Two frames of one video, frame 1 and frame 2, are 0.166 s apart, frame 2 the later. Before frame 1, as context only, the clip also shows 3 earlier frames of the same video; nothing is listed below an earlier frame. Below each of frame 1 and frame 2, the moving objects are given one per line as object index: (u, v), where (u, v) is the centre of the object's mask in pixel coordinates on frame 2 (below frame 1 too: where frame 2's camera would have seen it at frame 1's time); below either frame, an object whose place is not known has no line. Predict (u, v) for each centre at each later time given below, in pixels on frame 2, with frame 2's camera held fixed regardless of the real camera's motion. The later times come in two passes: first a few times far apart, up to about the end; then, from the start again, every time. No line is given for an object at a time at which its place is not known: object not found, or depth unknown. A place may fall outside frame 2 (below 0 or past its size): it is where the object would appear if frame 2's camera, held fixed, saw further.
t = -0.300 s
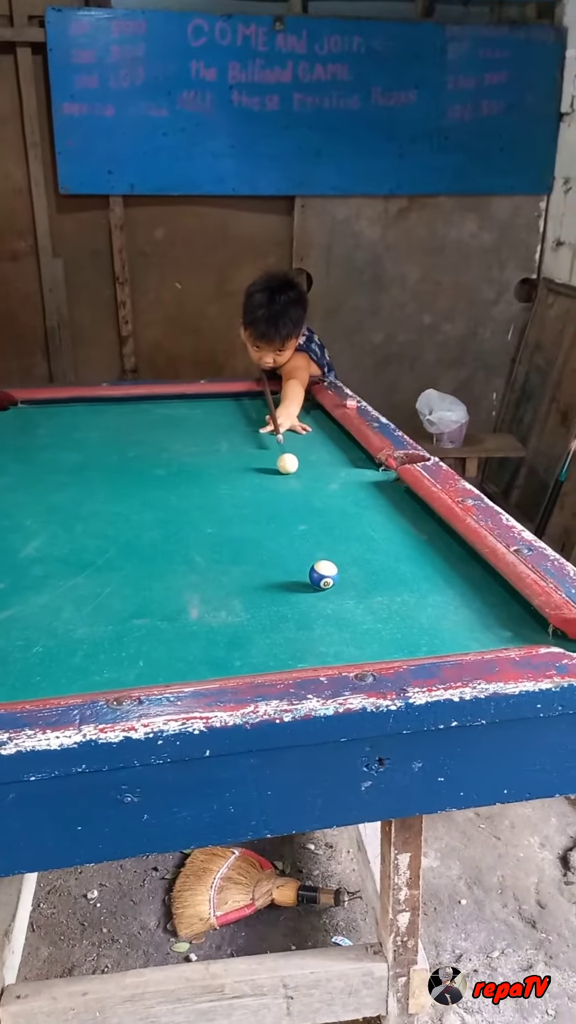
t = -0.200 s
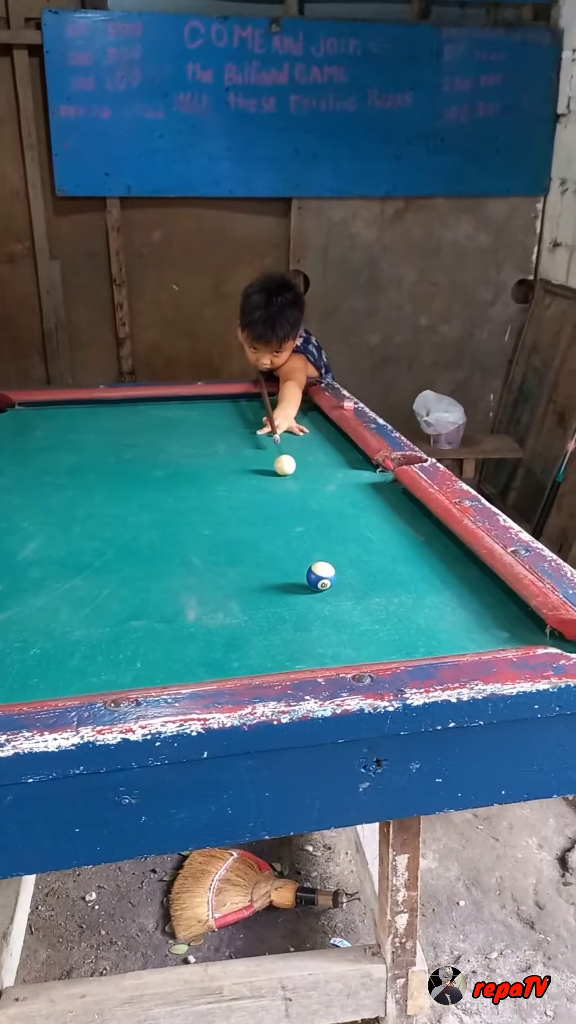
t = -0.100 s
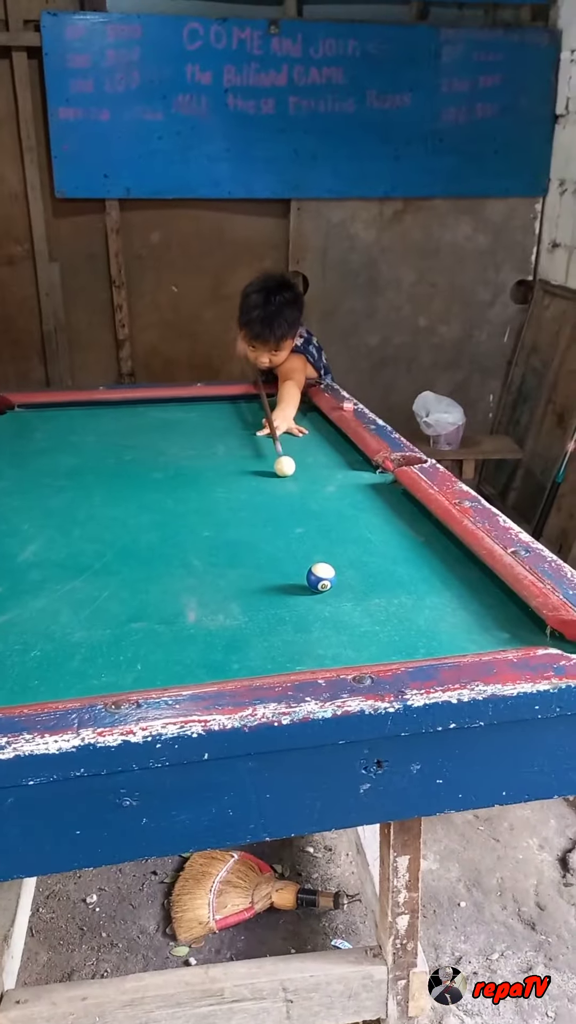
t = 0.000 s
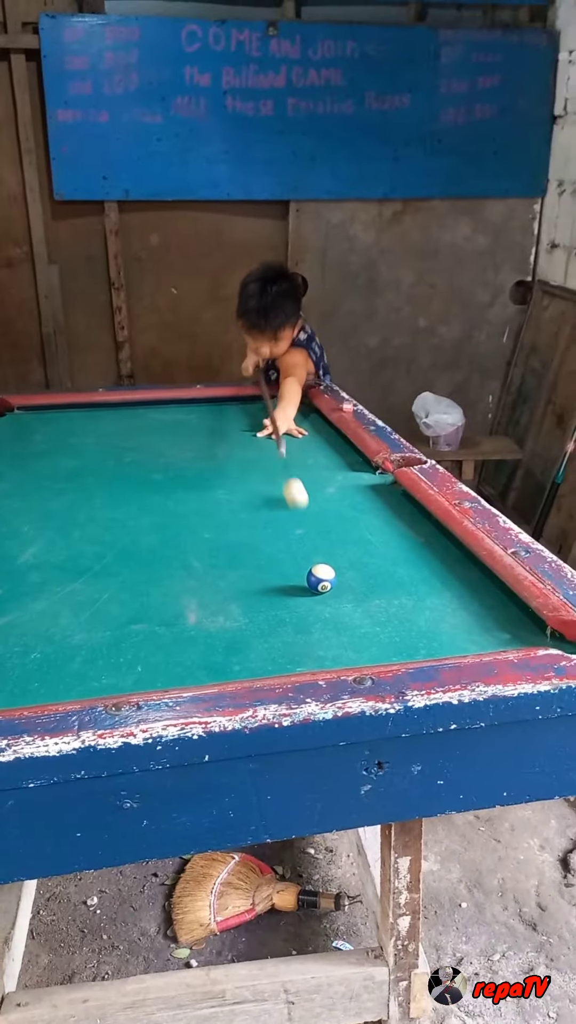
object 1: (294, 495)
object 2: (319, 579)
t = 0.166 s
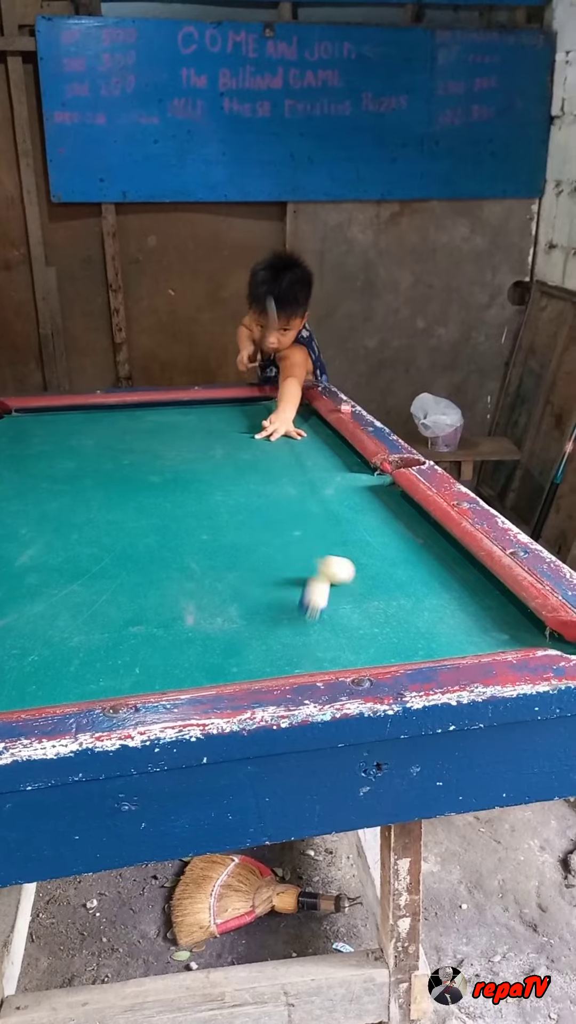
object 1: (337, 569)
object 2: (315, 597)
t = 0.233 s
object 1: (364, 577)
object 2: (302, 648)
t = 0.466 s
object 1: (473, 629)
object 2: (231, 614)
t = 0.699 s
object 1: (519, 619)
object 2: (170, 559)
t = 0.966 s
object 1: (465, 594)
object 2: (118, 515)
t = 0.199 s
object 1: (350, 573)
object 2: (310, 620)
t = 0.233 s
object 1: (364, 577)
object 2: (302, 648)
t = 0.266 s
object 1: (378, 582)
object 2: (297, 664)
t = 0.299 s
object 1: (392, 588)
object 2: (285, 660)
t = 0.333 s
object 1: (408, 595)
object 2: (273, 652)
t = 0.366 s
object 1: (423, 603)
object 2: (262, 642)
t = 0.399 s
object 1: (439, 612)
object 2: (249, 632)
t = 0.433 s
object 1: (456, 620)
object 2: (239, 621)
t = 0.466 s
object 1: (473, 629)
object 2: (231, 614)
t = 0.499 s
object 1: (491, 638)
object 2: (220, 605)
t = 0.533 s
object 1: (506, 641)
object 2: (210, 597)
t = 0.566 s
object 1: (513, 639)
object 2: (201, 587)
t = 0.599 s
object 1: (515, 635)
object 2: (194, 581)
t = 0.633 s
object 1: (517, 630)
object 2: (186, 573)
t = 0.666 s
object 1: (519, 624)
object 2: (177, 566)
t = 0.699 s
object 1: (519, 619)
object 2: (170, 559)
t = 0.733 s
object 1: (512, 615)
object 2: (163, 553)
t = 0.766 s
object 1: (505, 612)
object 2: (157, 547)
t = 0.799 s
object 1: (498, 609)
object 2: (149, 541)
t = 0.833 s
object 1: (490, 606)
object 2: (142, 536)
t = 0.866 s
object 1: (484, 603)
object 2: (137, 530)
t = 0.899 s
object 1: (477, 600)
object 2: (131, 525)
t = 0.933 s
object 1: (471, 597)
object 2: (125, 519)
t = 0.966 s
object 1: (465, 594)
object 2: (118, 515)
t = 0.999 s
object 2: (113, 510)
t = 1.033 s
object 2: (109, 506)
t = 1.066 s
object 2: (104, 501)
